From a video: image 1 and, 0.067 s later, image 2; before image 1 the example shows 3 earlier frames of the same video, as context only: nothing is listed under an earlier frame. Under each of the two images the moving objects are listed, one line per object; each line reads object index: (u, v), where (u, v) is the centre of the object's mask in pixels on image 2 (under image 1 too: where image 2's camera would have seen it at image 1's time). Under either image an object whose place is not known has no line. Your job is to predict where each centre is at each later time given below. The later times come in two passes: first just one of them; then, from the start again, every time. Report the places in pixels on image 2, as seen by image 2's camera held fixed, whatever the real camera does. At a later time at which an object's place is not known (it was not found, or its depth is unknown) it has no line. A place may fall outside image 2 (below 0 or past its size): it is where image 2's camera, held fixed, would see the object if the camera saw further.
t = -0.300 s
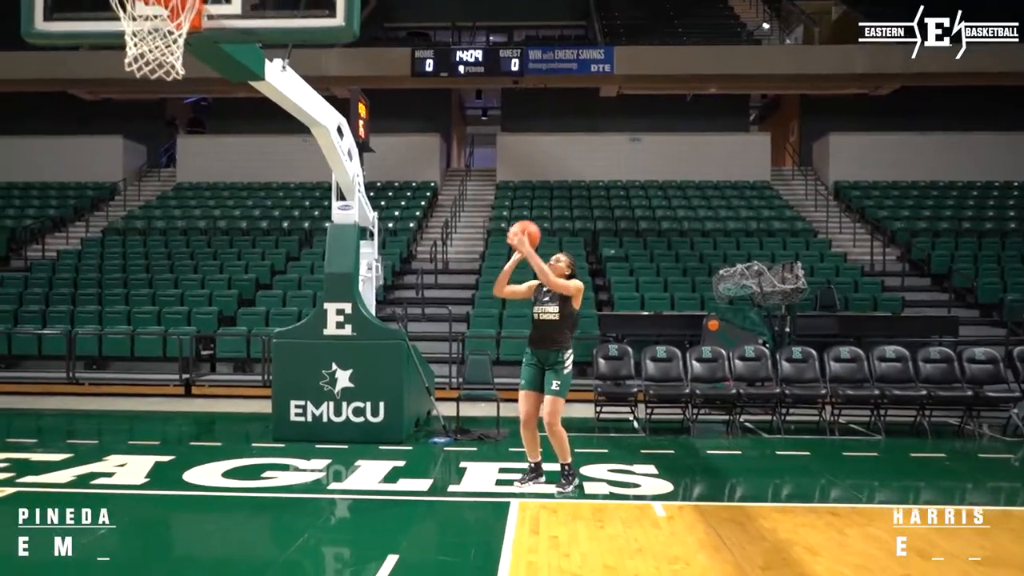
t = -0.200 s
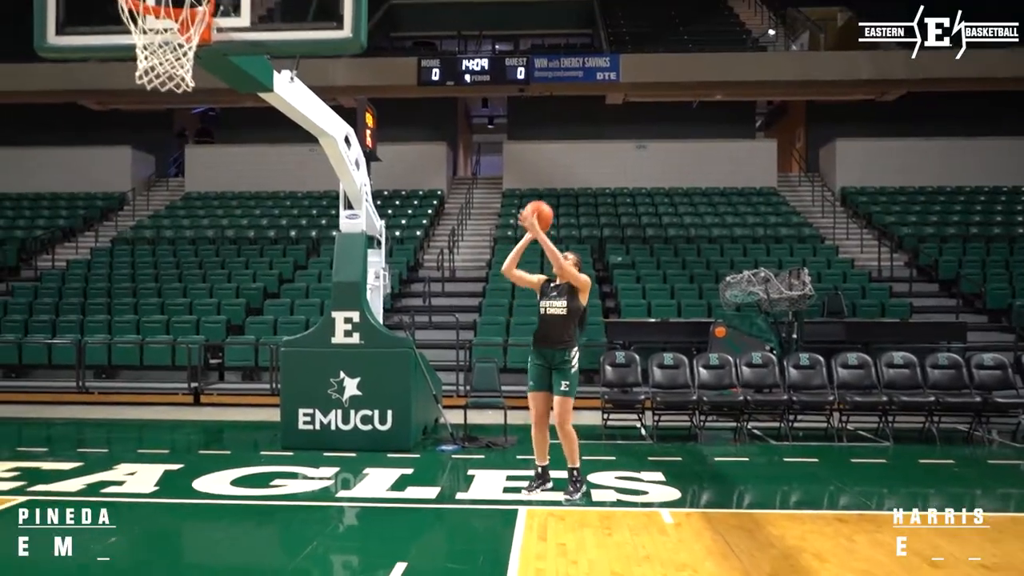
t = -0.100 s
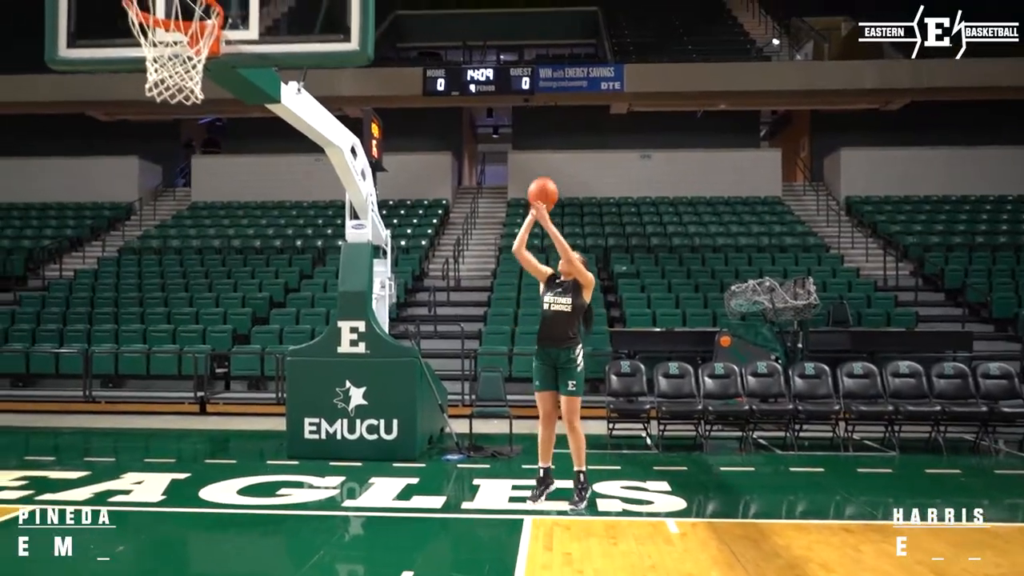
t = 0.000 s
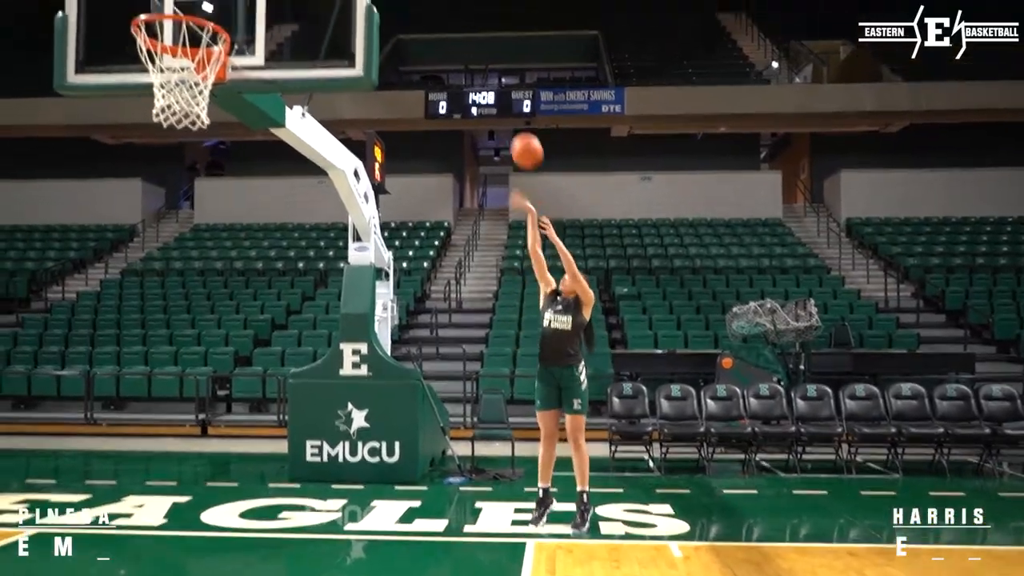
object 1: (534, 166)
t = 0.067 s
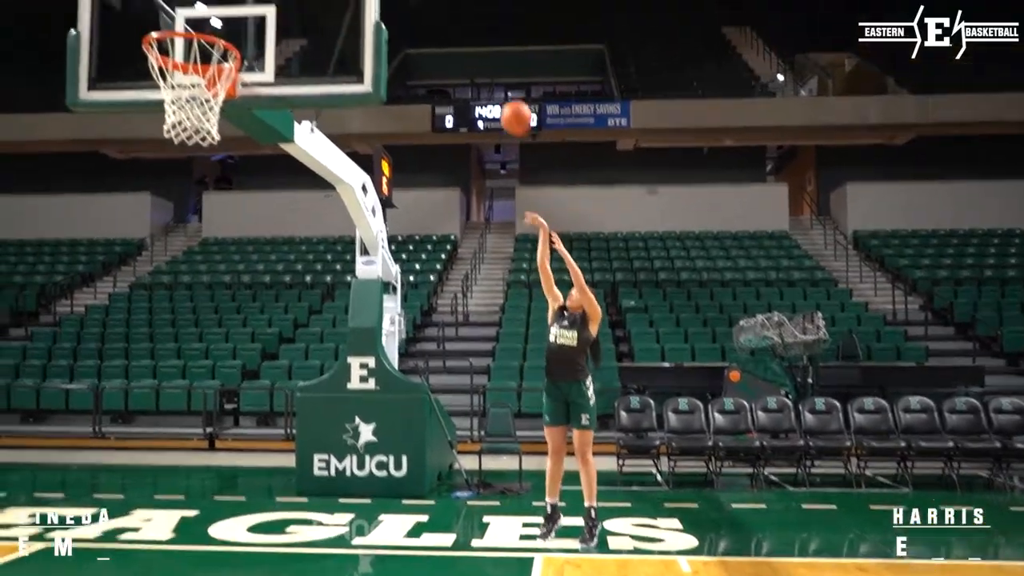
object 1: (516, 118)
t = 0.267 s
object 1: (462, 1)
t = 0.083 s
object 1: (512, 106)
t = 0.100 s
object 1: (508, 95)
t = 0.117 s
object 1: (503, 84)
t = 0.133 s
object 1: (499, 74)
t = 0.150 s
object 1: (494, 64)
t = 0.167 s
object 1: (489, 54)
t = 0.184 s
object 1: (485, 44)
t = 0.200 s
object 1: (480, 35)
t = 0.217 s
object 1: (475, 26)
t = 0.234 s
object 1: (471, 17)
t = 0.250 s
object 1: (466, 9)
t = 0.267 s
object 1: (462, 1)
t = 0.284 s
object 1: (457, -7)
